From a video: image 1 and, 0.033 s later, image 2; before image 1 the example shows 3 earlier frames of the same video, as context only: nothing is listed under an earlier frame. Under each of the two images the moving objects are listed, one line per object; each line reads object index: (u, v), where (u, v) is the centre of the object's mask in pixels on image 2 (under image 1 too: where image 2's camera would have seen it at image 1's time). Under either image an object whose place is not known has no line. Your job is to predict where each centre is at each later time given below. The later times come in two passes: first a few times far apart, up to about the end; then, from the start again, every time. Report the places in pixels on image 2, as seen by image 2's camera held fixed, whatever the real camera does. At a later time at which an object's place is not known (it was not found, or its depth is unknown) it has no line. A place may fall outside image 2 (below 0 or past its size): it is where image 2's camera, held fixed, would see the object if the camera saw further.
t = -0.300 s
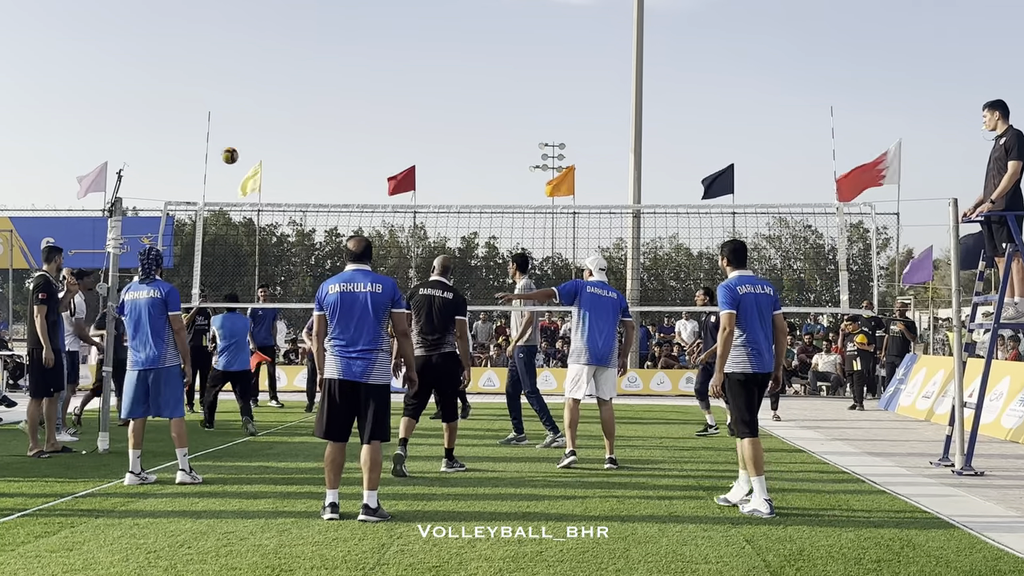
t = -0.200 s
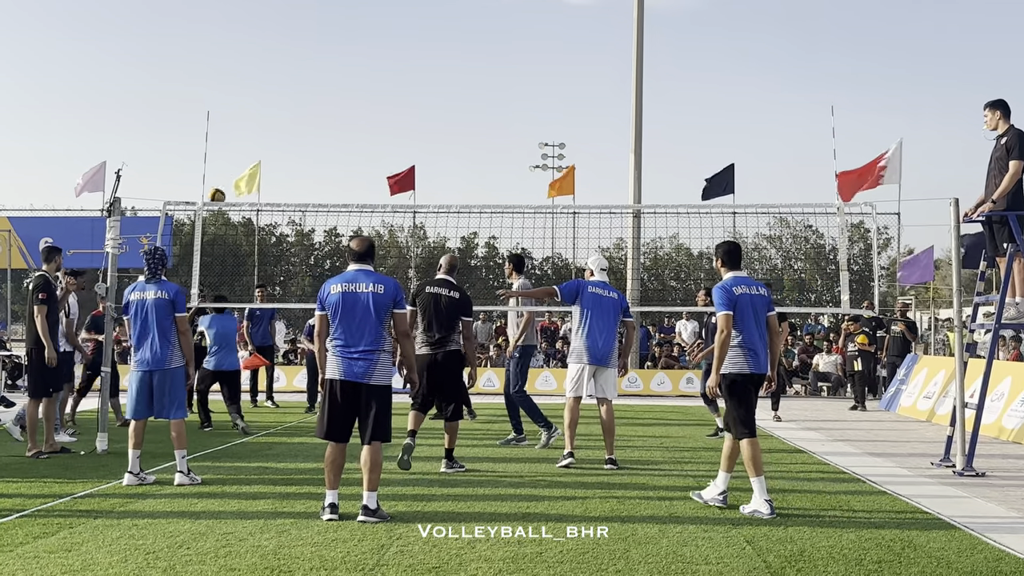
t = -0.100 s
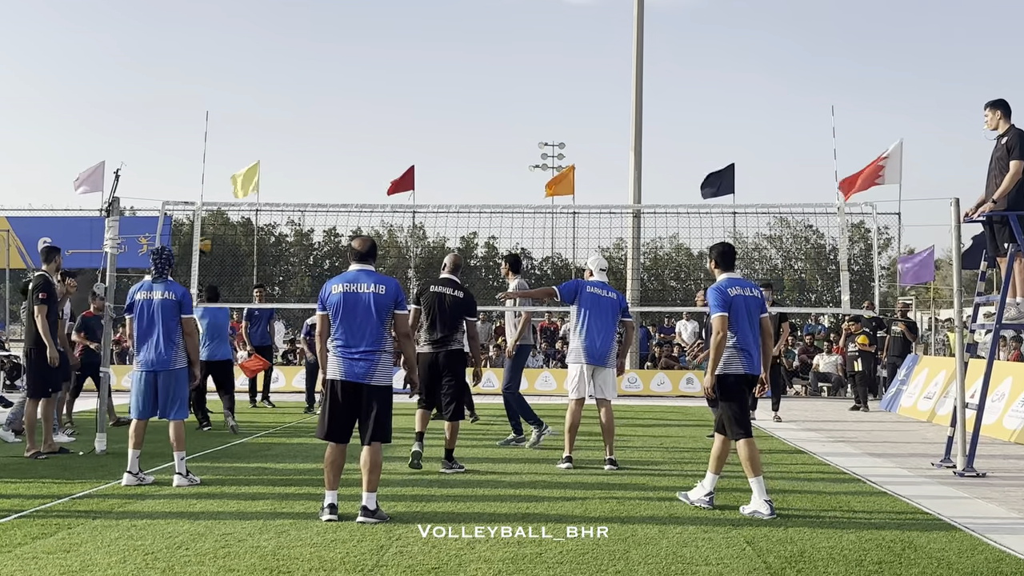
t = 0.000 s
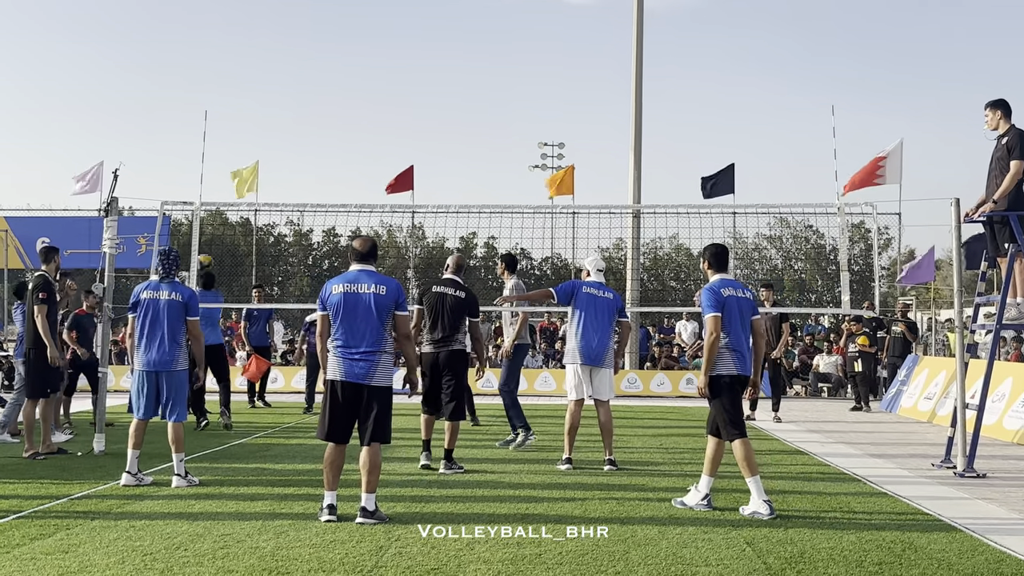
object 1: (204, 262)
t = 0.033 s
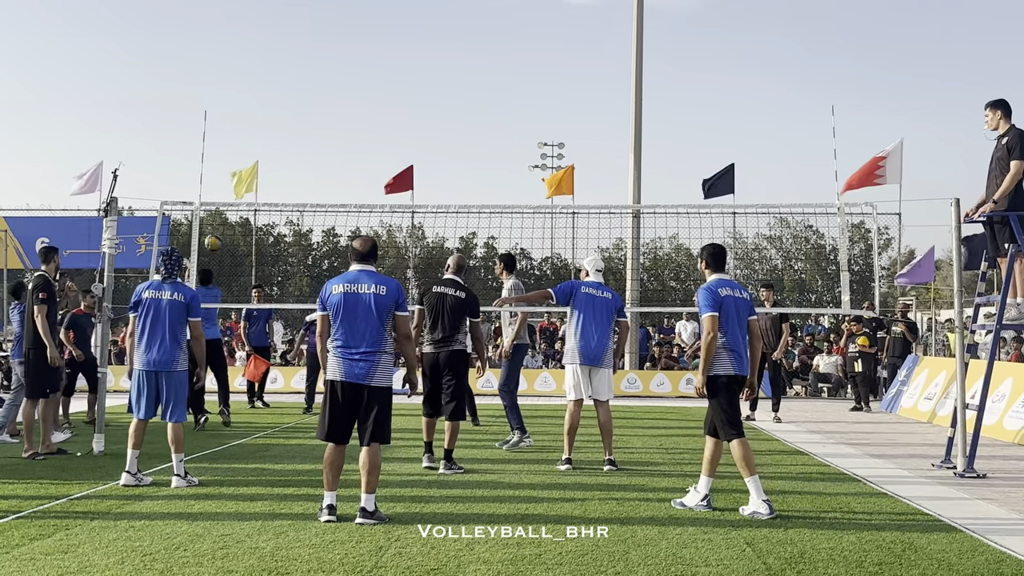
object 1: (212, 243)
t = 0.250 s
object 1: (279, 135)
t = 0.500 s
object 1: (353, 58)
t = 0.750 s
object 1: (426, 34)
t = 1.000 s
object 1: (498, 66)
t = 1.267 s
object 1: (570, 162)
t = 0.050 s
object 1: (218, 233)
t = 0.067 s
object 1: (223, 223)
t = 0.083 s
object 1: (228, 214)
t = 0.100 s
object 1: (235, 205)
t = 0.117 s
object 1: (240, 195)
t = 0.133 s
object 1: (244, 188)
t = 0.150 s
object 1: (249, 180)
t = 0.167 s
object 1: (254, 172)
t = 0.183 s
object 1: (260, 164)
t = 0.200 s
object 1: (264, 156)
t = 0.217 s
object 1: (269, 149)
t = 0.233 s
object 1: (274, 141)
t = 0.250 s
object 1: (279, 135)
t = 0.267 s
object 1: (284, 128)
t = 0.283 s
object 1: (289, 121)
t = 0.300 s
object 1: (294, 115)
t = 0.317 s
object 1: (299, 109)
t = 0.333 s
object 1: (304, 103)
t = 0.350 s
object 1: (309, 98)
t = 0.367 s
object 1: (314, 93)
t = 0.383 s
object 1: (319, 87)
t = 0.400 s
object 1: (324, 83)
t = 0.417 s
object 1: (328, 78)
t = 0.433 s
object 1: (334, 73)
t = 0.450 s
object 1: (339, 69)
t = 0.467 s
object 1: (344, 66)
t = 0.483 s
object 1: (348, 62)
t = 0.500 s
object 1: (353, 58)
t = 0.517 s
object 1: (358, 55)
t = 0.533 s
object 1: (363, 52)
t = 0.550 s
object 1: (368, 49)
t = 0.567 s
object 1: (373, 47)
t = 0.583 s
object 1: (377, 45)
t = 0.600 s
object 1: (383, 42)
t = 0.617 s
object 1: (388, 41)
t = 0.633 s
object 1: (392, 39)
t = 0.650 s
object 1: (397, 37)
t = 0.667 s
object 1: (402, 36)
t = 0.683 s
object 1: (407, 36)
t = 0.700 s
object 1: (412, 35)
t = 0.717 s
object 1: (417, 35)
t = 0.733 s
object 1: (421, 35)
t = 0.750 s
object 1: (426, 34)
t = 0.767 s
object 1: (431, 35)
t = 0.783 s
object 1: (436, 35)
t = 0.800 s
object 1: (441, 37)
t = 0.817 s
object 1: (446, 38)
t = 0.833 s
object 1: (450, 39)
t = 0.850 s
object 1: (456, 41)
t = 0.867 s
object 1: (460, 42)
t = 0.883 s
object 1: (465, 45)
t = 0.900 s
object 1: (470, 47)
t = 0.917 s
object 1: (474, 50)
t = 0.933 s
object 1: (479, 53)
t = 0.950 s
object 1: (484, 56)
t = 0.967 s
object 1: (489, 59)
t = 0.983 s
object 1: (493, 62)
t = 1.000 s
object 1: (498, 66)
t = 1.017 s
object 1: (503, 71)
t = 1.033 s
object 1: (507, 75)
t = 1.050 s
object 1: (512, 80)
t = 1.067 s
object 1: (516, 84)
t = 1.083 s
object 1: (521, 89)
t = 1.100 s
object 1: (526, 95)
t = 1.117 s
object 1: (530, 101)
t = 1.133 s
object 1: (534, 106)
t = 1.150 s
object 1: (539, 113)
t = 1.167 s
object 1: (543, 119)
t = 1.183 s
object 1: (547, 125)
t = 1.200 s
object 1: (552, 132)
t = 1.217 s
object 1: (556, 140)
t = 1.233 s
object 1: (561, 147)
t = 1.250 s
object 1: (565, 154)
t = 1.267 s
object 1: (570, 162)
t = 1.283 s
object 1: (573, 170)
